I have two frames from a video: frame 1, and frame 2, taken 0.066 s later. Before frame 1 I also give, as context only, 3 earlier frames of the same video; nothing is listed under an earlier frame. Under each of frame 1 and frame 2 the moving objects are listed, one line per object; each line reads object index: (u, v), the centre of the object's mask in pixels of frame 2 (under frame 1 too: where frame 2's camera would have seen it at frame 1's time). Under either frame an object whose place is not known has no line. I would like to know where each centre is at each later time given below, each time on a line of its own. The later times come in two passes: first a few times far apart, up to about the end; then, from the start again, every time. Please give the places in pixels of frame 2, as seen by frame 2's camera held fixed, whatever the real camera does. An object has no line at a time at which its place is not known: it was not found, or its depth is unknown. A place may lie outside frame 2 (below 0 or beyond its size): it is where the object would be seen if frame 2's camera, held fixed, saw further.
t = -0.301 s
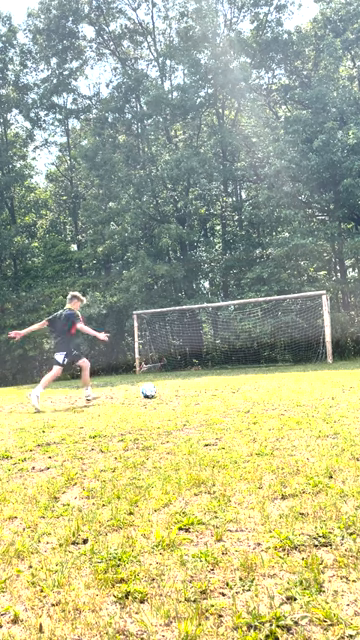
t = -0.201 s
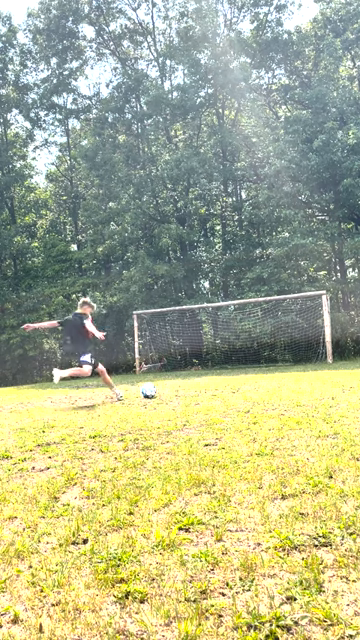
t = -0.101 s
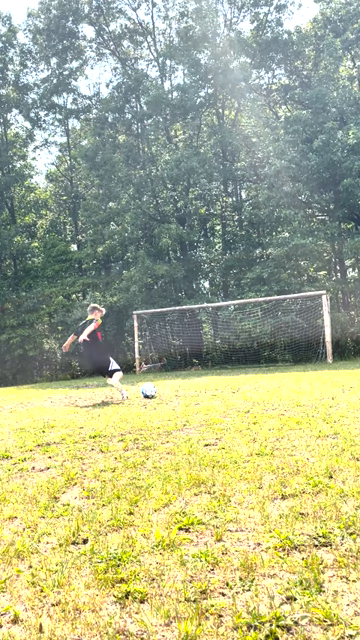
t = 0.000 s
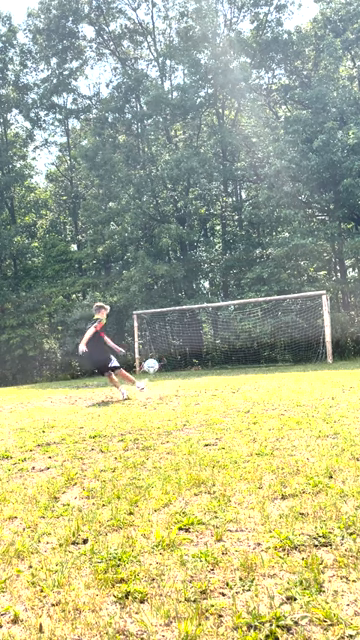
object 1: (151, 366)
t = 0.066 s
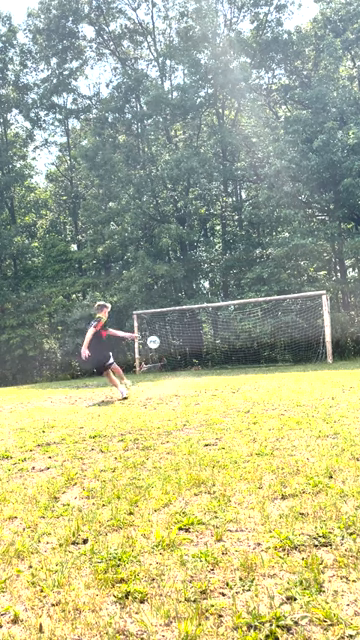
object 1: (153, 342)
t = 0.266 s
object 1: (154, 305)
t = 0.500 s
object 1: (152, 297)
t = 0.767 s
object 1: (148, 307)
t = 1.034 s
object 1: (145, 325)
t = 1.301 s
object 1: (154, 337)
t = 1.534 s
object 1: (162, 358)
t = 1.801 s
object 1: (172, 365)
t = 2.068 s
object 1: (182, 368)
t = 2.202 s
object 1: (186, 367)
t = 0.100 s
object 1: (154, 333)
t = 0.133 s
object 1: (154, 325)
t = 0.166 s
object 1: (154, 319)
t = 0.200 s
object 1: (154, 313)
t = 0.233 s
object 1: (154, 309)
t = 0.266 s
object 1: (154, 305)
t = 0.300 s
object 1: (154, 303)
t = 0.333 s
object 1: (154, 301)
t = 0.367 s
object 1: (154, 299)
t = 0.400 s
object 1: (153, 298)
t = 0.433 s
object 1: (153, 297)
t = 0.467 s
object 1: (153, 297)
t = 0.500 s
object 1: (152, 297)
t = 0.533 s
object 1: (152, 297)
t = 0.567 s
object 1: (151, 298)
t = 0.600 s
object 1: (151, 299)
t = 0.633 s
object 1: (150, 300)
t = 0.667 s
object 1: (150, 301)
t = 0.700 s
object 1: (149, 303)
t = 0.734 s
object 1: (149, 305)
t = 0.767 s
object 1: (148, 307)
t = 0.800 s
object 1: (148, 308)
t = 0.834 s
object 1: (147, 311)
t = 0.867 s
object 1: (147, 313)
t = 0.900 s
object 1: (146, 316)
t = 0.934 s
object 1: (145, 318)
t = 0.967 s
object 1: (145, 321)
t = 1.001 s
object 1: (145, 324)
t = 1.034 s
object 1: (145, 325)
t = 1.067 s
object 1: (146, 325)
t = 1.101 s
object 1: (148, 326)
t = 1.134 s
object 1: (148, 328)
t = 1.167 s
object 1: (149, 330)
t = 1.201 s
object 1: (151, 332)
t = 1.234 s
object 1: (152, 333)
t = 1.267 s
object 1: (153, 335)
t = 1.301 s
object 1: (154, 337)
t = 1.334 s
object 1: (156, 340)
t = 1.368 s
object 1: (157, 342)
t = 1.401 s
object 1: (157, 345)
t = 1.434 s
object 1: (159, 348)
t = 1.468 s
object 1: (160, 351)
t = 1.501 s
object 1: (161, 354)
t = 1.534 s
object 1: (162, 358)
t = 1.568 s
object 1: (163, 361)
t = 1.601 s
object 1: (165, 365)
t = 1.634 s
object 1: (166, 369)
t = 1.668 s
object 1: (167, 370)
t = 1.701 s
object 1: (168, 368)
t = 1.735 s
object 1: (170, 367)
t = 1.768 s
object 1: (171, 366)
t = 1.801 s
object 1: (172, 365)
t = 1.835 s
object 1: (173, 364)
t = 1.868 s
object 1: (175, 364)
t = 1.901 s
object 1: (176, 364)
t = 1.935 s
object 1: (177, 365)
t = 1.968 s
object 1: (179, 365)
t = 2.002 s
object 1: (180, 366)
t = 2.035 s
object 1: (181, 367)
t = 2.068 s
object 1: (182, 368)
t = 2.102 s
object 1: (183, 368)
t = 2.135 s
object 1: (185, 368)
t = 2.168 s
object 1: (186, 367)
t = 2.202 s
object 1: (186, 367)
